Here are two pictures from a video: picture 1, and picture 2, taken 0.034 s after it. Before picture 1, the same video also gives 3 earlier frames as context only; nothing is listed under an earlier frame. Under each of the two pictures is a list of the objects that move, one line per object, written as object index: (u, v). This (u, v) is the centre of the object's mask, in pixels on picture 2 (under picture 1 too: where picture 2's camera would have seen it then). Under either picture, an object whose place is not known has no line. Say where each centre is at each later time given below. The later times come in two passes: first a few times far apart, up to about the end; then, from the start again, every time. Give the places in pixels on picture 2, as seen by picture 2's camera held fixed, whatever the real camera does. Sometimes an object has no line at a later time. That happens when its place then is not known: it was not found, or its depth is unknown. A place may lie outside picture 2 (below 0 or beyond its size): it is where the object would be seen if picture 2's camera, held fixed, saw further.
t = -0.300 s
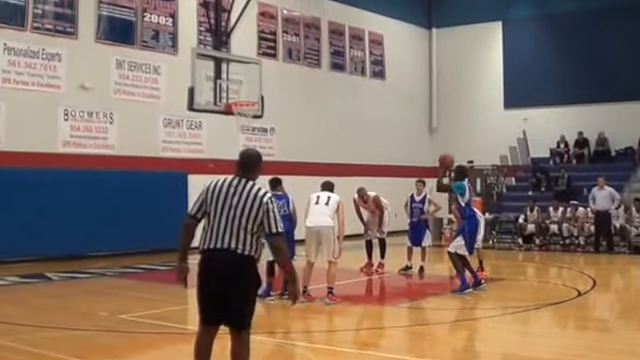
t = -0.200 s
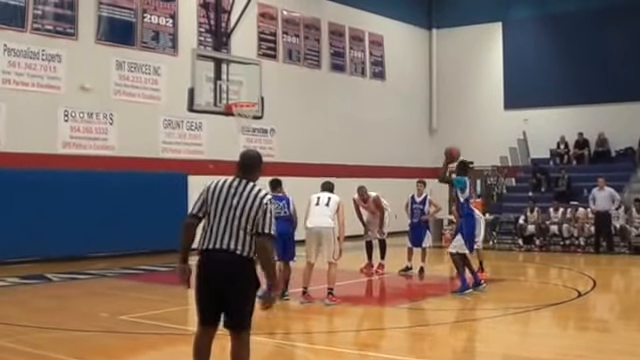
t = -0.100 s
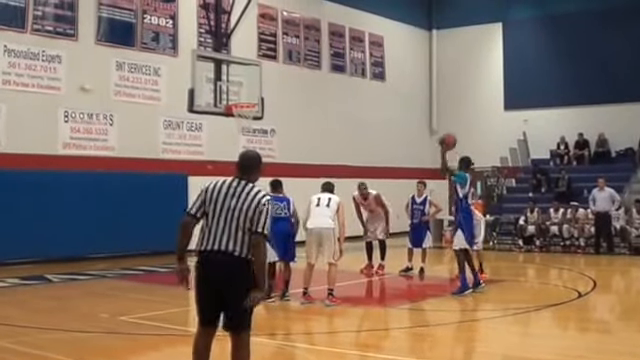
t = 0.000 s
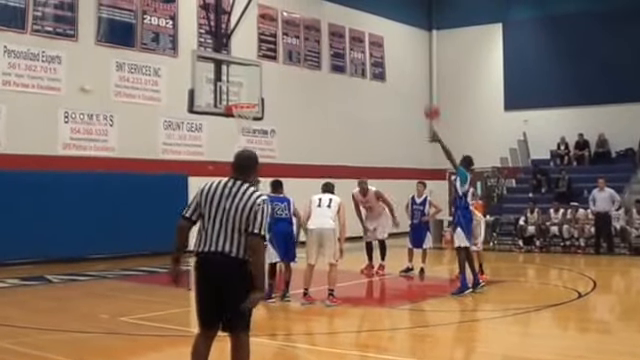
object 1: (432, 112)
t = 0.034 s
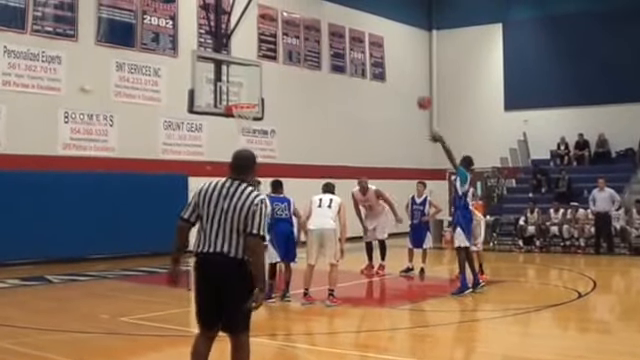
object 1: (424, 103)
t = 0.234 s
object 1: (384, 60)
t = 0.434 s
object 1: (343, 44)
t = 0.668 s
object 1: (300, 55)
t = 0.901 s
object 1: (262, 93)
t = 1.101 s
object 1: (263, 83)
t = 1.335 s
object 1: (269, 88)
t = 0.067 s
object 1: (416, 93)
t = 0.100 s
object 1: (409, 85)
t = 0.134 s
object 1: (402, 77)
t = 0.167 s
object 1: (395, 71)
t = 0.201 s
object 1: (389, 65)
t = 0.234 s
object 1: (384, 60)
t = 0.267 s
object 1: (375, 57)
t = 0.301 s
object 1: (369, 54)
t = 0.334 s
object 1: (362, 50)
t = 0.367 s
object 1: (356, 48)
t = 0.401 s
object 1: (348, 45)
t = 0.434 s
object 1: (343, 44)
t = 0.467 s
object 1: (338, 44)
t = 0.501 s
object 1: (329, 44)
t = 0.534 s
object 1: (324, 45)
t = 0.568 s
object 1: (322, 46)
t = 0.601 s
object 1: (319, 46)
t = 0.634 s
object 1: (303, 53)
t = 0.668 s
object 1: (300, 55)
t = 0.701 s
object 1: (298, 55)
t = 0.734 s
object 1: (289, 62)
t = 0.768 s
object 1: (283, 68)
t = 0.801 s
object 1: (278, 73)
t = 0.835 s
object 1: (272, 80)
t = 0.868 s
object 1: (266, 87)
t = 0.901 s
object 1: (262, 93)
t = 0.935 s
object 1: (259, 98)
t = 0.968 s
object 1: (260, 94)
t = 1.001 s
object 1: (261, 90)
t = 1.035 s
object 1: (261, 87)
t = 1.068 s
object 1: (262, 85)
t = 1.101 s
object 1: (263, 83)
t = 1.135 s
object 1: (264, 82)
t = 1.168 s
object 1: (264, 82)
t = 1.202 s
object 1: (265, 82)
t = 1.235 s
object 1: (265, 82)
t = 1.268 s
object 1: (267, 83)
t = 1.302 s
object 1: (268, 85)
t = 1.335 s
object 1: (269, 88)
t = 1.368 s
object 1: (270, 91)
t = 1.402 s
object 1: (271, 95)
